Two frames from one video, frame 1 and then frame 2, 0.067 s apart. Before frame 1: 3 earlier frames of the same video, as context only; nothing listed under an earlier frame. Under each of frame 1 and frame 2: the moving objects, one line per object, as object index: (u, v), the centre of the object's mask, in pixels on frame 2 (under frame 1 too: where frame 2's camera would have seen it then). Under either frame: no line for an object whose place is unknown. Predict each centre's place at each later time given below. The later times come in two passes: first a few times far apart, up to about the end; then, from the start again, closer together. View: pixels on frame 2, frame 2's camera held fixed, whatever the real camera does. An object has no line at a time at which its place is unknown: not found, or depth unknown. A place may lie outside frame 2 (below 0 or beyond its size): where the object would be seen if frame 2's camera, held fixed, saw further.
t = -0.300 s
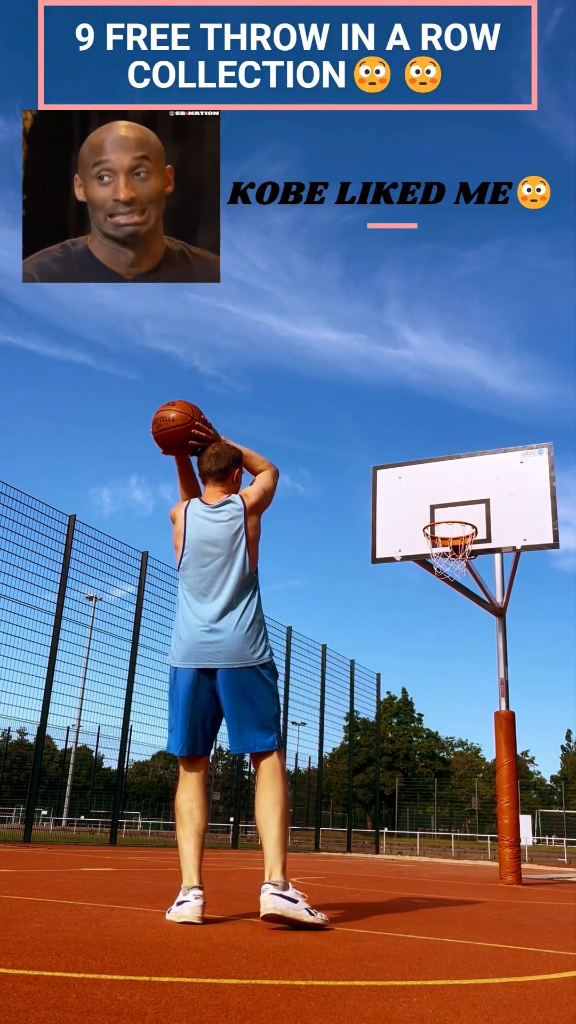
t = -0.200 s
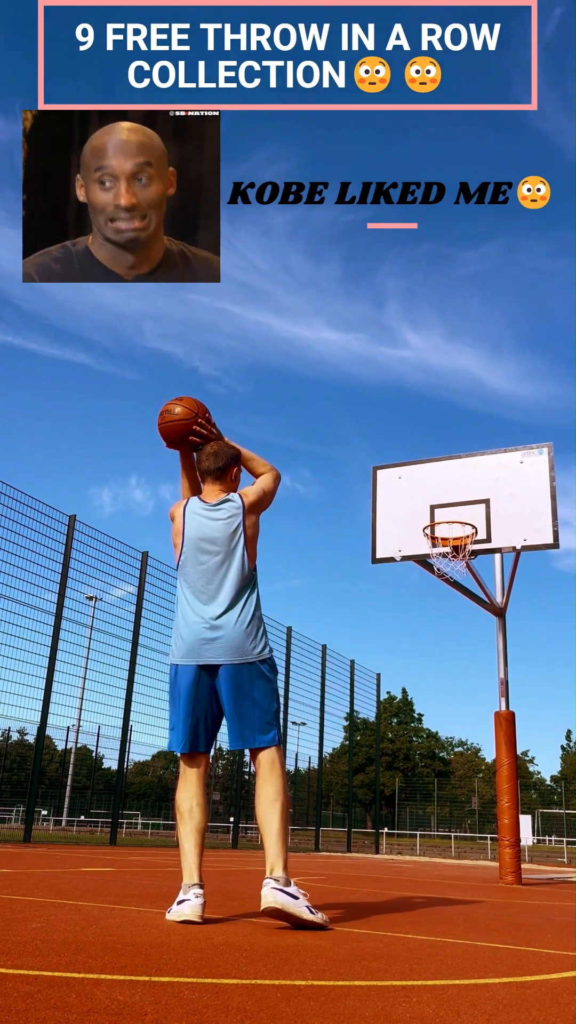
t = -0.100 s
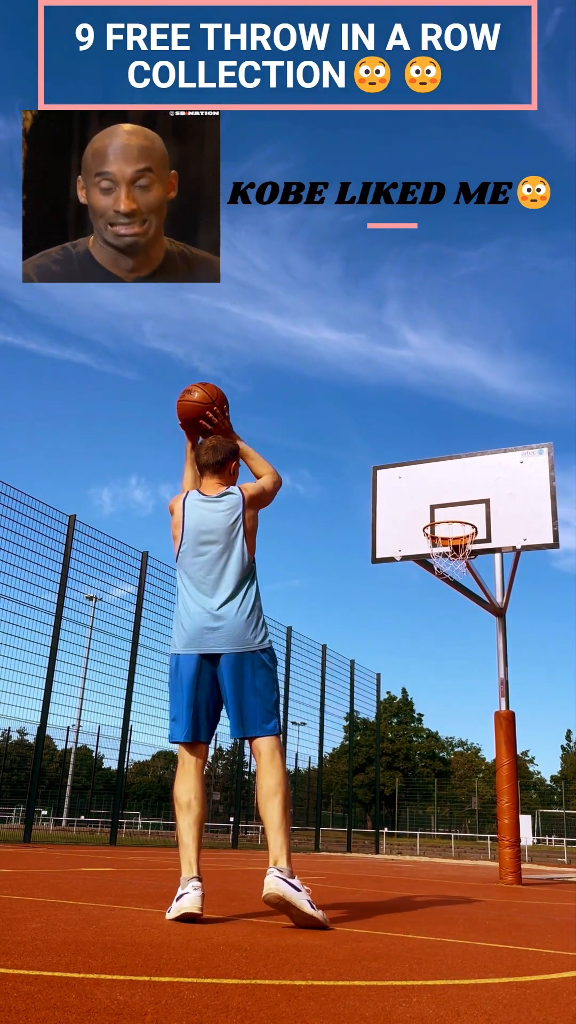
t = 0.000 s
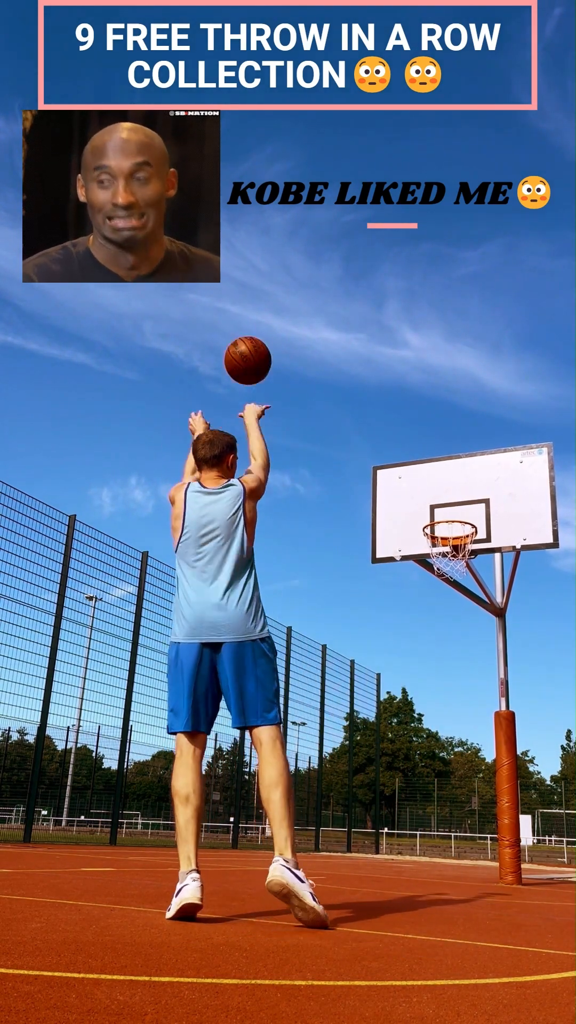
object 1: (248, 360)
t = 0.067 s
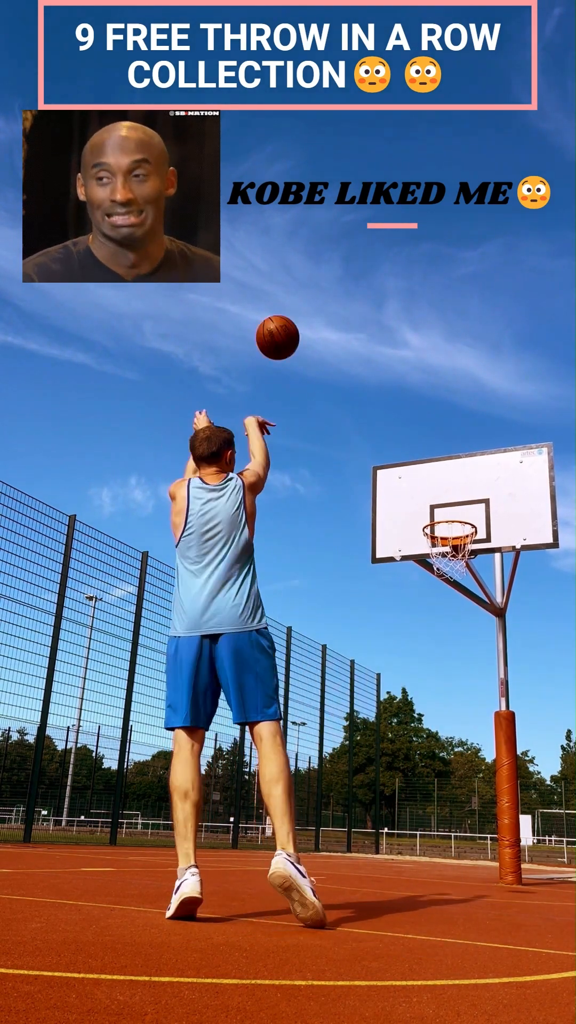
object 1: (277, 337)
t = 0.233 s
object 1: (334, 318)
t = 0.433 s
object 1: (381, 340)
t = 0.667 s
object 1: (420, 410)
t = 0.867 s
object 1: (447, 499)
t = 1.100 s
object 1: (449, 605)
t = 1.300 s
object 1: (438, 728)
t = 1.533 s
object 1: (424, 820)
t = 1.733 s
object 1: (412, 700)
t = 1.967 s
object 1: (398, 621)
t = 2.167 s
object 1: (386, 602)
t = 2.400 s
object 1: (369, 648)
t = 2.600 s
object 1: (351, 763)
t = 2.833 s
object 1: (333, 792)
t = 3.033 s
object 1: (326, 685)
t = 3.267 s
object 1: (313, 645)
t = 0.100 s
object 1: (291, 330)
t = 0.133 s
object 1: (303, 324)
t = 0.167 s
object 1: (314, 320)
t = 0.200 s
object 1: (325, 318)
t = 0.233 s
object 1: (334, 318)
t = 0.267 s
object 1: (343, 319)
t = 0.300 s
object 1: (352, 321)
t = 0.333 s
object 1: (359, 323)
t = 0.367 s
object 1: (367, 328)
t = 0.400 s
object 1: (374, 333)
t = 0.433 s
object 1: (381, 340)
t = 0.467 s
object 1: (387, 347)
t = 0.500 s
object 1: (393, 356)
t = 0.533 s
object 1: (399, 365)
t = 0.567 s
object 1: (405, 375)
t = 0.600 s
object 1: (410, 386)
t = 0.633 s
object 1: (415, 398)
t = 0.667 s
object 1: (420, 410)
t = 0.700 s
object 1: (425, 423)
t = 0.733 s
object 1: (430, 437)
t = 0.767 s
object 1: (434, 451)
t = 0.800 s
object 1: (439, 466)
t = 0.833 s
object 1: (443, 482)
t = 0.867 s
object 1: (447, 499)
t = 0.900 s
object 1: (451, 516)
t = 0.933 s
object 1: (456, 536)
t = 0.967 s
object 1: (456, 547)
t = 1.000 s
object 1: (453, 563)
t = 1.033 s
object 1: (452, 575)
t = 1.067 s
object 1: (450, 589)
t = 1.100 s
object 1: (449, 605)
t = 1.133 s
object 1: (447, 621)
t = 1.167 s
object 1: (445, 640)
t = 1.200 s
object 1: (443, 660)
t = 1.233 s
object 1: (442, 681)
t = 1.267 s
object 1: (440, 704)
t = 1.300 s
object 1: (438, 728)
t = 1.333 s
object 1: (435, 755)
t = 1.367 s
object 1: (433, 784)
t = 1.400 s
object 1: (431, 814)
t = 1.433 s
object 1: (430, 847)
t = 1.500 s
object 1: (426, 845)
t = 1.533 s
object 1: (424, 820)
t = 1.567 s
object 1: (422, 797)
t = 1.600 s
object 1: (420, 775)
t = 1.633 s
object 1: (418, 754)
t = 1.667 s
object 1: (416, 735)
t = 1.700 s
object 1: (414, 717)
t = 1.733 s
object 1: (412, 700)
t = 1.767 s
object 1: (410, 685)
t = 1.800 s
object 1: (408, 671)
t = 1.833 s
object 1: (406, 658)
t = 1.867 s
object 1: (404, 647)
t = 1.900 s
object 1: (402, 637)
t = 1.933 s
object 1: (401, 628)
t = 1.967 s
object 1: (398, 621)
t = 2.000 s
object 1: (396, 614)
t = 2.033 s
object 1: (394, 609)
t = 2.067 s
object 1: (392, 605)
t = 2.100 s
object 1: (390, 603)
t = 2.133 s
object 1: (388, 602)
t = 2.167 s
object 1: (386, 602)
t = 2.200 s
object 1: (384, 604)
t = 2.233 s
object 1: (381, 608)
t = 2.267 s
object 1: (379, 612)
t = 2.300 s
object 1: (376, 619)
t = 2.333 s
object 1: (374, 627)
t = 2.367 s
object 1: (371, 637)
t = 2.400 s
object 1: (369, 648)
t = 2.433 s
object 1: (366, 662)
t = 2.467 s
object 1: (363, 677)
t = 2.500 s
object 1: (360, 695)
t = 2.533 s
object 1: (357, 715)
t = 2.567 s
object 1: (354, 738)
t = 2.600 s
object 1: (351, 763)
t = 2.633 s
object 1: (347, 791)
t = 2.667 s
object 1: (344, 821)
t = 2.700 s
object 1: (340, 856)
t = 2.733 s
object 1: (337, 871)
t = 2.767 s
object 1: (336, 842)
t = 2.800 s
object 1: (335, 816)
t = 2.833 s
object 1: (333, 792)
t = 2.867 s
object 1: (332, 770)
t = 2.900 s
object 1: (331, 749)
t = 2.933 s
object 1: (330, 730)
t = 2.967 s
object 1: (329, 713)
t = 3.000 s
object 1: (327, 699)
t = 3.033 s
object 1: (326, 685)
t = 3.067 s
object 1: (324, 674)
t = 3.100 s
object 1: (322, 665)
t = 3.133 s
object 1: (321, 657)
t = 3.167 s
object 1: (319, 651)
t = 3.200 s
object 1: (317, 648)
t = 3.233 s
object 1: (315, 645)
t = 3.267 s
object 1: (313, 645)
